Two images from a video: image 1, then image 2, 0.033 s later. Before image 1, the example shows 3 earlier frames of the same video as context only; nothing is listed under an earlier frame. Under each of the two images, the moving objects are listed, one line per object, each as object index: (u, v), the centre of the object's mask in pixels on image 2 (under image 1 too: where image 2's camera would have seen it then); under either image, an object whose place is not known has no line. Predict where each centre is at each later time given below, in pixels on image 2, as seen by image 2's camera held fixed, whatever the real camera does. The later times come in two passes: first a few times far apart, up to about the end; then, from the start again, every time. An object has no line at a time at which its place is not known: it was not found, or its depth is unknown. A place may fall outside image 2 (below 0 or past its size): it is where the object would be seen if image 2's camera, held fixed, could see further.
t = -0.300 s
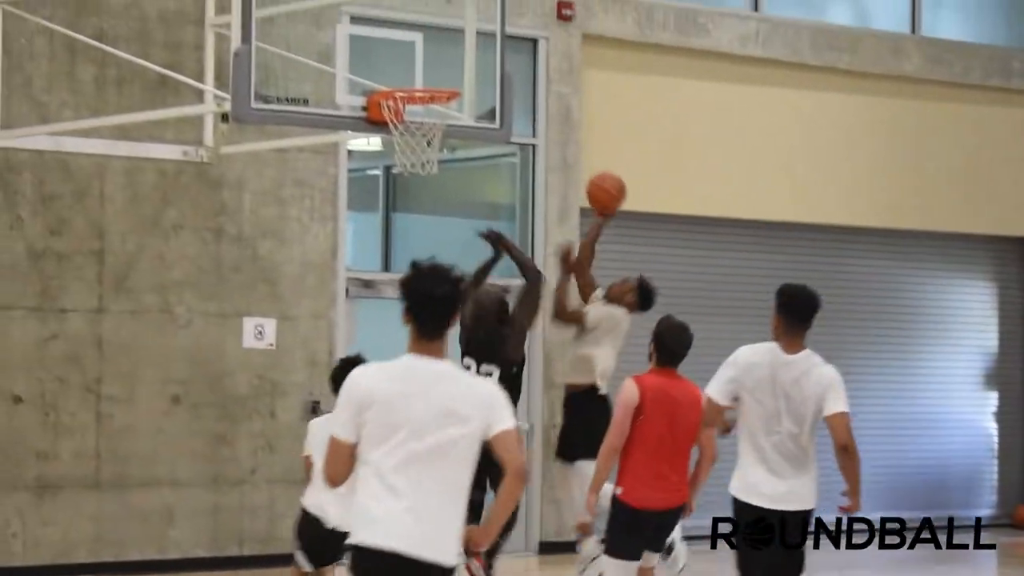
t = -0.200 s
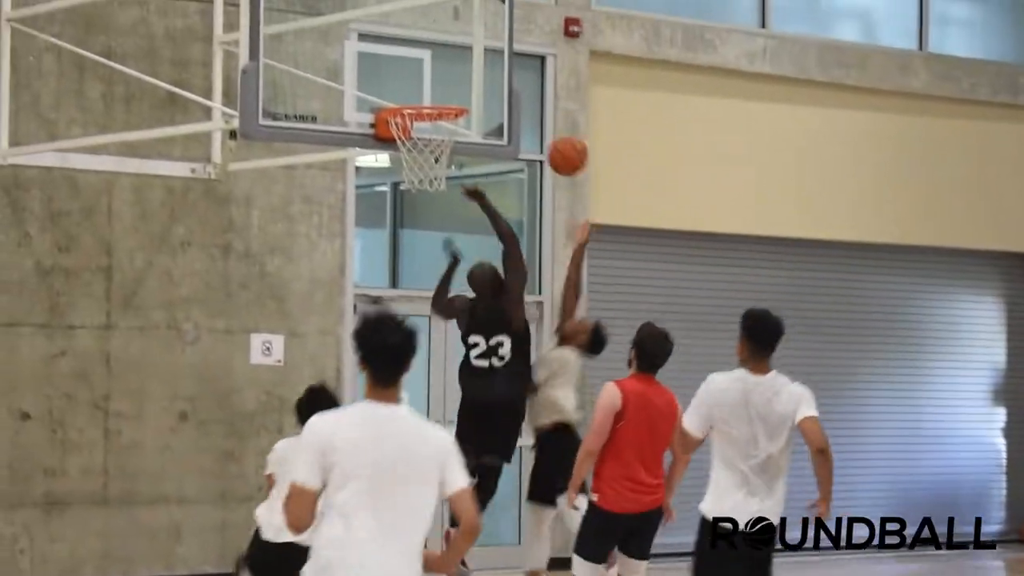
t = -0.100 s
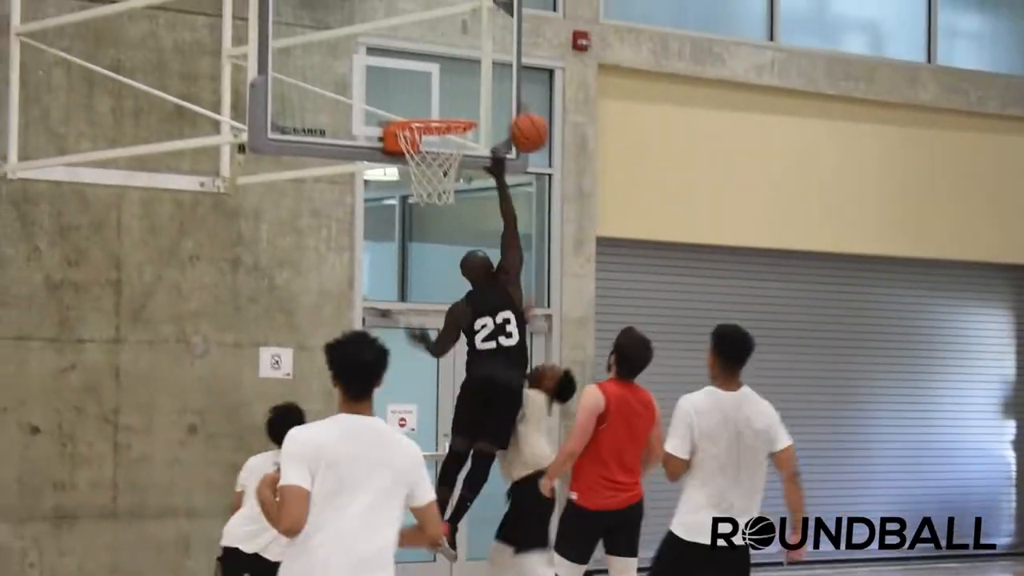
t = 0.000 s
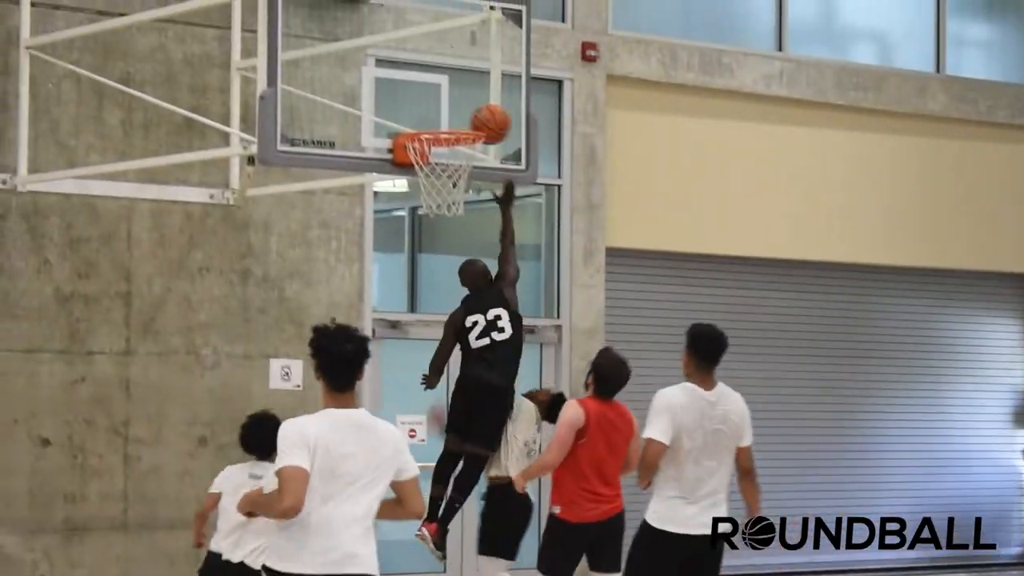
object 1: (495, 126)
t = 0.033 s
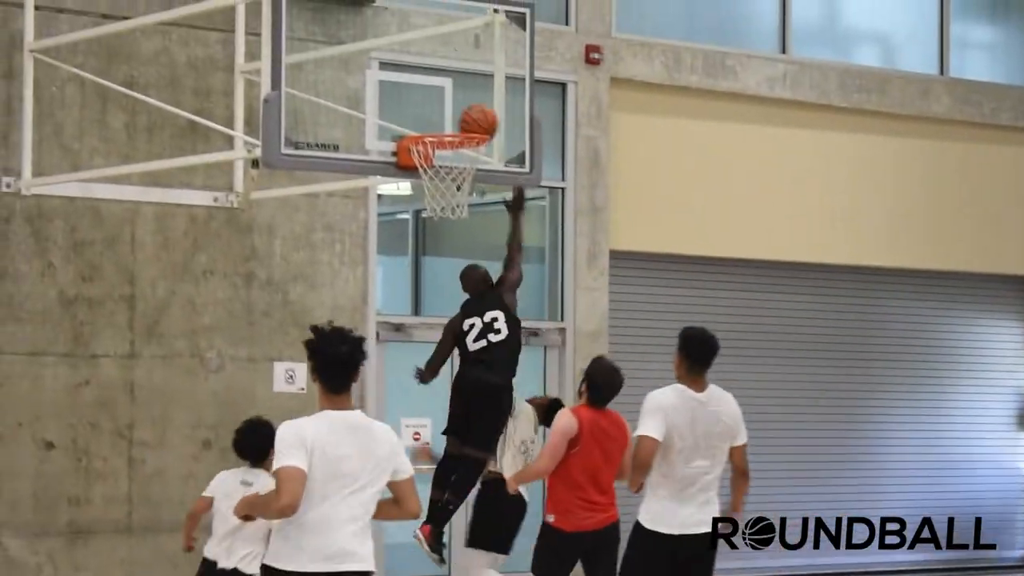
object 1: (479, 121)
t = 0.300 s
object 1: (456, 117)
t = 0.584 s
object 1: (471, 117)
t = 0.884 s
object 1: (482, 117)
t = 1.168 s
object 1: (473, 118)
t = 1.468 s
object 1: (438, 156)
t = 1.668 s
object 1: (426, 220)
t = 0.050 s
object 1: (472, 120)
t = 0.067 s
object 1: (467, 119)
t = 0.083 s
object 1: (463, 119)
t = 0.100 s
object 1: (458, 118)
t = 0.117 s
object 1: (454, 119)
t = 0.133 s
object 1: (449, 119)
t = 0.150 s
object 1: (446, 119)
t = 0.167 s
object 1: (447, 119)
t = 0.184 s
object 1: (449, 119)
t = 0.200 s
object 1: (451, 119)
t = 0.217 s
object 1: (452, 119)
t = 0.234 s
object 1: (453, 118)
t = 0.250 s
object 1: (454, 117)
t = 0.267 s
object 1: (454, 117)
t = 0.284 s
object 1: (455, 117)
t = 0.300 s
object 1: (456, 117)
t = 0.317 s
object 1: (457, 117)
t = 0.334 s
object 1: (458, 117)
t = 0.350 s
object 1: (459, 118)
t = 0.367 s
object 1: (460, 117)
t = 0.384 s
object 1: (461, 117)
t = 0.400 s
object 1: (462, 117)
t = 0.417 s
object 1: (463, 117)
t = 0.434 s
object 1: (464, 117)
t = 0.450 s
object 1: (465, 118)
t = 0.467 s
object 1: (465, 117)
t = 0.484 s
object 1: (466, 117)
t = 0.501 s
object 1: (467, 117)
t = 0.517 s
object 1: (468, 117)
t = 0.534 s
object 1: (469, 118)
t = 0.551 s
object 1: (470, 118)
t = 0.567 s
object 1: (471, 117)
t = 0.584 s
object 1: (471, 117)
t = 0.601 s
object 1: (472, 117)
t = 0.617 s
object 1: (473, 117)
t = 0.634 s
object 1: (474, 117)
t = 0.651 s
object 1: (475, 117)
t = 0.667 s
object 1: (475, 117)
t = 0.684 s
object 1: (476, 117)
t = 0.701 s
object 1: (476, 117)
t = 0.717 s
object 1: (477, 117)
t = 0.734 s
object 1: (478, 117)
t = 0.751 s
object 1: (479, 117)
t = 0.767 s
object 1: (479, 117)
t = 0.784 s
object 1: (480, 117)
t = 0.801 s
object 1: (480, 117)
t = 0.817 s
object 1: (481, 118)
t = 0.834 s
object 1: (481, 117)
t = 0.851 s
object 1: (481, 116)
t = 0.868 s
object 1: (482, 117)
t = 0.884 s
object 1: (482, 117)
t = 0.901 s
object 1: (482, 117)
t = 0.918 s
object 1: (482, 117)
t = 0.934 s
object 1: (482, 117)
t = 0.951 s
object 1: (482, 117)
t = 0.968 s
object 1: (482, 117)
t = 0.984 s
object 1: (482, 117)
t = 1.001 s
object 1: (481, 117)
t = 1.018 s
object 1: (481, 117)
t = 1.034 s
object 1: (481, 117)
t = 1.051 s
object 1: (480, 116)
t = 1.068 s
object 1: (479, 117)
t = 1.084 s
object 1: (479, 117)
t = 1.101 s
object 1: (478, 117)
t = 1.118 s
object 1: (477, 117)
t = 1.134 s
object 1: (476, 117)
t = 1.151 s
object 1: (475, 117)
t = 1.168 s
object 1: (473, 118)
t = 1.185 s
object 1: (472, 118)
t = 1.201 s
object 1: (470, 118)
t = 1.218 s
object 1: (469, 118)
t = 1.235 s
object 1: (466, 119)
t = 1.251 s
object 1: (465, 119)
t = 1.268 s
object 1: (463, 120)
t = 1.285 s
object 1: (460, 121)
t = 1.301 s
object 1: (458, 121)
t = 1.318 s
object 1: (456, 122)
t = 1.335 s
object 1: (454, 123)
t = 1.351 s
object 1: (452, 123)
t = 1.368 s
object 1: (450, 132)
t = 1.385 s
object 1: (448, 134)
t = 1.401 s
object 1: (446, 140)
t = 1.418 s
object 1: (445, 143)
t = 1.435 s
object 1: (444, 147)
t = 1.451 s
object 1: (438, 154)
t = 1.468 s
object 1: (438, 156)
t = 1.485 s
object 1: (435, 160)
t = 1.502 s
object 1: (434, 166)
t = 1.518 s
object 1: (432, 172)
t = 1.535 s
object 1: (429, 174)
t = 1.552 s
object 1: (429, 182)
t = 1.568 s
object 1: (428, 185)
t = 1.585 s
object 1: (428, 190)
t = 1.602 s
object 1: (427, 192)
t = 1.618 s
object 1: (426, 203)
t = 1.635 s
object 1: (426, 207)
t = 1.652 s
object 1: (426, 214)
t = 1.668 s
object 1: (426, 220)
